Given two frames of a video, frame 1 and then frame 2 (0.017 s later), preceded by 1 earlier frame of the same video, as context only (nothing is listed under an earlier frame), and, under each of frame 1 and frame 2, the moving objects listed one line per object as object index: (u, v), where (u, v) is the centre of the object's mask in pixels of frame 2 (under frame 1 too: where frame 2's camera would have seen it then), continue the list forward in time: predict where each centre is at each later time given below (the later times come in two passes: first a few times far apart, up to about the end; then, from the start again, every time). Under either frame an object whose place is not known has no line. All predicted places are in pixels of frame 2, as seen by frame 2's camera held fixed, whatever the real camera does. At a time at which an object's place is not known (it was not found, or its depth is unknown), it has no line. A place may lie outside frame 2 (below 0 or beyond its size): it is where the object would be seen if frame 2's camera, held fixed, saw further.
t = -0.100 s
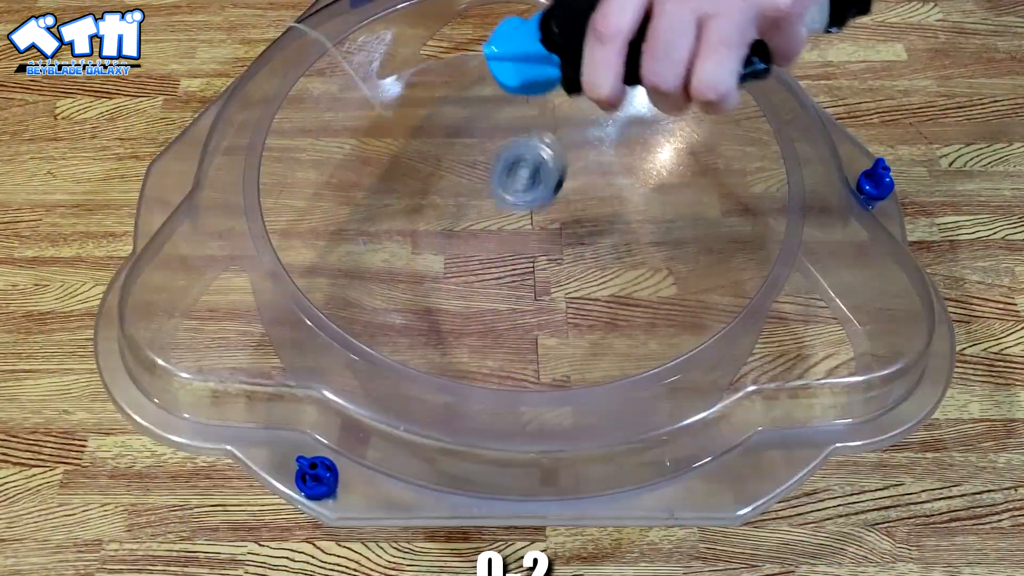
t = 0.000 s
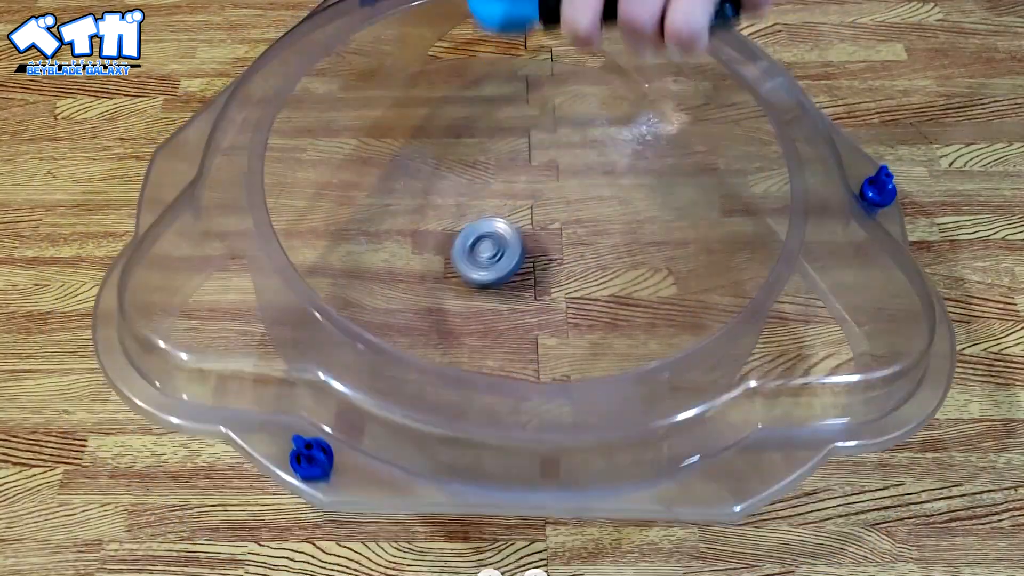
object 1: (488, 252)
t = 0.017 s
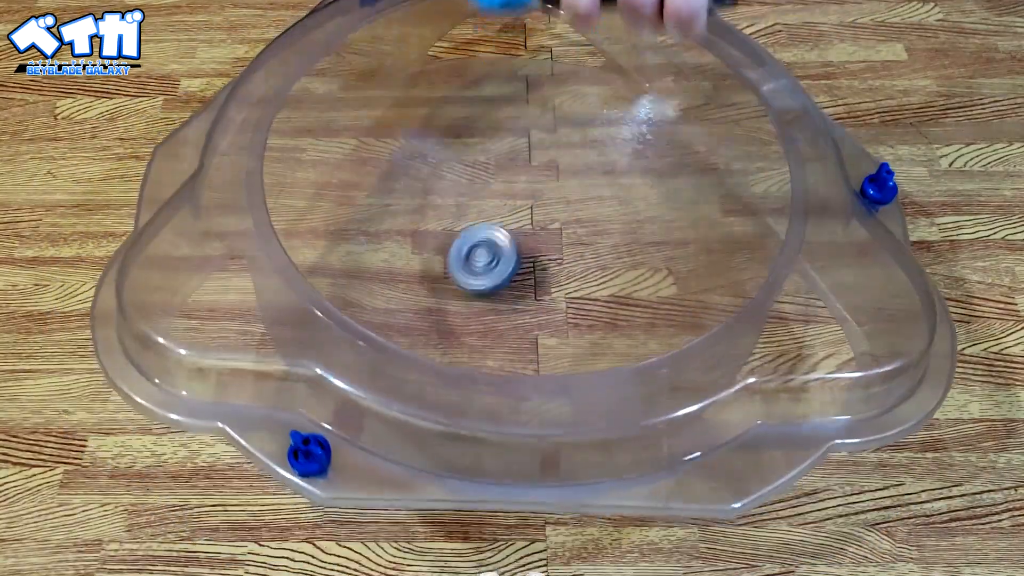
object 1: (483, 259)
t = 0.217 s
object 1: (490, 352)
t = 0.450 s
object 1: (622, 381)
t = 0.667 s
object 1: (696, 352)
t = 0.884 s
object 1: (686, 288)
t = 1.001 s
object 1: (609, 272)
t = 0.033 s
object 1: (479, 269)
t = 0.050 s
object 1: (476, 277)
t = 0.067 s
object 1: (473, 283)
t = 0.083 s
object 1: (471, 293)
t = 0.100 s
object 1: (469, 304)
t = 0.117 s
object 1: (470, 312)
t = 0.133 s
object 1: (471, 320)
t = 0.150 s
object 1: (473, 326)
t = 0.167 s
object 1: (476, 335)
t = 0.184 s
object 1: (480, 340)
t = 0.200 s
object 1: (485, 346)
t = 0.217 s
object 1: (490, 352)
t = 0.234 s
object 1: (497, 357)
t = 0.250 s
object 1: (505, 361)
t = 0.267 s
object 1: (513, 365)
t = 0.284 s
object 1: (522, 368)
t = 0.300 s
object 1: (531, 372)
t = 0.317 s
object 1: (541, 375)
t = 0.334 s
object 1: (551, 377)
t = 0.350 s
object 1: (561, 378)
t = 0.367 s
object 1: (571, 380)
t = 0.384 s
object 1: (581, 381)
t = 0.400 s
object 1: (592, 382)
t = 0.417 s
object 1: (603, 382)
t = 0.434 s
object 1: (612, 382)
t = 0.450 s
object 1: (622, 381)
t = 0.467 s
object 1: (630, 380)
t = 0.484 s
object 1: (638, 378)
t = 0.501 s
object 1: (644, 376)
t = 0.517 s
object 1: (651, 374)
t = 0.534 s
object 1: (658, 372)
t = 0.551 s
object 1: (664, 370)
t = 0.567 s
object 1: (669, 368)
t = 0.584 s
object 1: (675, 365)
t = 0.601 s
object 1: (679, 364)
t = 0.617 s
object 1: (684, 360)
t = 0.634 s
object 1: (688, 358)
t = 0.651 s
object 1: (693, 355)
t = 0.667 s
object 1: (696, 352)
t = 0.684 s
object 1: (700, 348)
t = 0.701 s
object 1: (703, 344)
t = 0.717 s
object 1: (706, 340)
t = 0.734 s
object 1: (708, 335)
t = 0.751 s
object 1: (710, 331)
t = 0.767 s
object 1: (710, 326)
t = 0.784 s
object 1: (710, 321)
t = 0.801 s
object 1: (709, 315)
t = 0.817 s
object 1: (707, 310)
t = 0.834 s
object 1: (704, 305)
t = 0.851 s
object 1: (699, 299)
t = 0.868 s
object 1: (693, 294)
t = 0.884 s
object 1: (686, 288)
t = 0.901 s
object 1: (677, 284)
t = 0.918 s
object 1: (667, 279)
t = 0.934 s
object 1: (657, 277)
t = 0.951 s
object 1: (645, 274)
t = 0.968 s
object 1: (634, 273)
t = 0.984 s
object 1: (621, 272)
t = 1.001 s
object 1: (609, 272)
